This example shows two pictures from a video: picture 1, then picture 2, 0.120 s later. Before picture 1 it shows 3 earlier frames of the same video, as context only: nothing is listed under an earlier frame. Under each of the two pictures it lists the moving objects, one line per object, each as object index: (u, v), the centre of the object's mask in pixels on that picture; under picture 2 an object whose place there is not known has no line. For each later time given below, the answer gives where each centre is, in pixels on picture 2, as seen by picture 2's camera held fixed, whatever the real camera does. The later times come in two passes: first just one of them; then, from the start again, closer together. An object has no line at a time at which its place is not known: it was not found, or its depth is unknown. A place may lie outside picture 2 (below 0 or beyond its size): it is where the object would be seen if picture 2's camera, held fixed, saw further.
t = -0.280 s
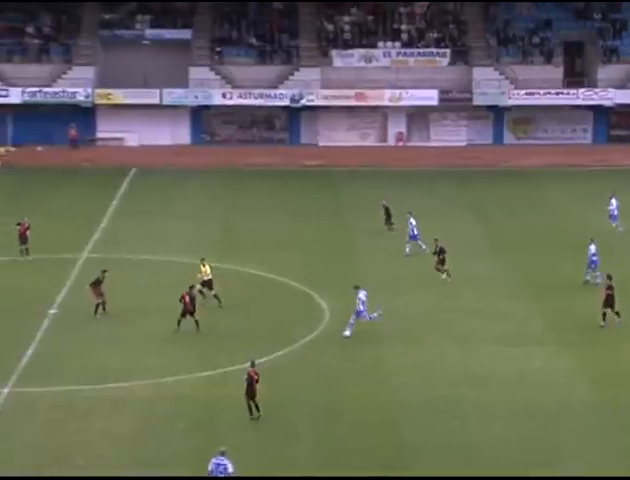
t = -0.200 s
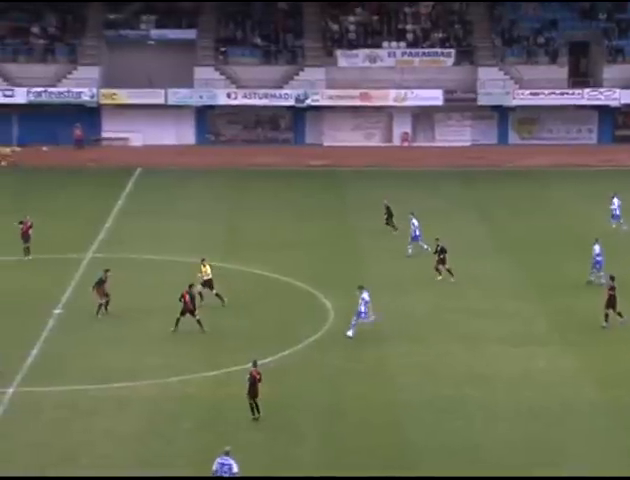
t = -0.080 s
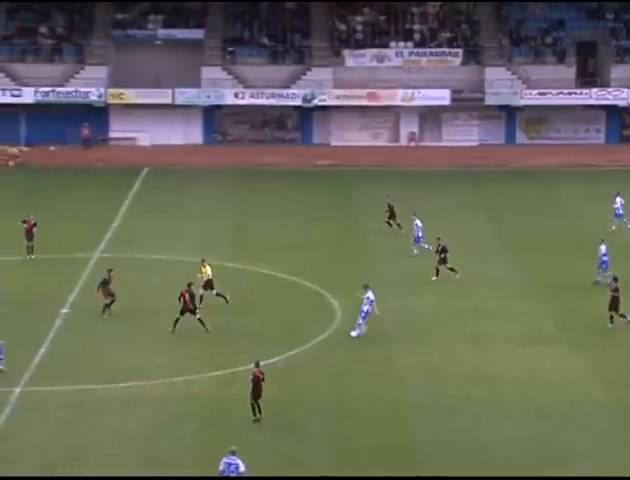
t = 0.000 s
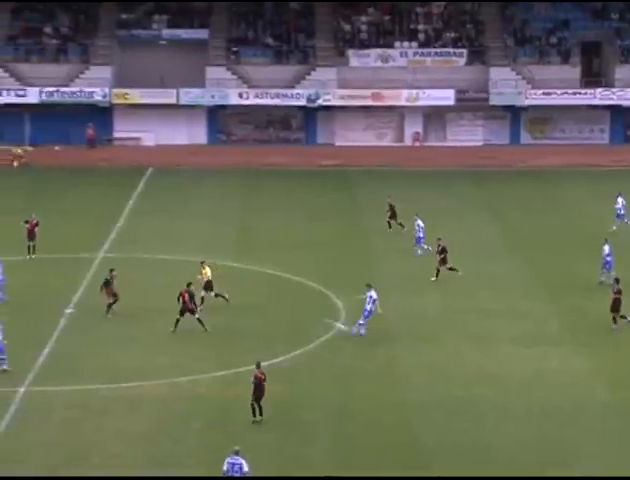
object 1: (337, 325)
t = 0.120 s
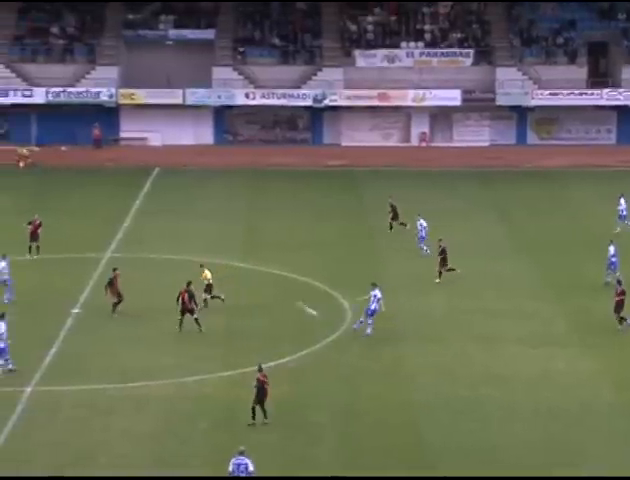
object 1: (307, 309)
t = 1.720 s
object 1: (-57, 169)
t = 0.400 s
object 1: (229, 275)
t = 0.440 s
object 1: (219, 272)
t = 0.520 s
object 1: (198, 263)
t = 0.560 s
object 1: (187, 258)
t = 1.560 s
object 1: (-28, 178)
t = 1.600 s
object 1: (-35, 175)
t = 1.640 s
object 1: (-43, 174)
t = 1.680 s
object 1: (-50, 171)
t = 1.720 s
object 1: (-57, 169)
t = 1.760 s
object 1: (-65, 168)
